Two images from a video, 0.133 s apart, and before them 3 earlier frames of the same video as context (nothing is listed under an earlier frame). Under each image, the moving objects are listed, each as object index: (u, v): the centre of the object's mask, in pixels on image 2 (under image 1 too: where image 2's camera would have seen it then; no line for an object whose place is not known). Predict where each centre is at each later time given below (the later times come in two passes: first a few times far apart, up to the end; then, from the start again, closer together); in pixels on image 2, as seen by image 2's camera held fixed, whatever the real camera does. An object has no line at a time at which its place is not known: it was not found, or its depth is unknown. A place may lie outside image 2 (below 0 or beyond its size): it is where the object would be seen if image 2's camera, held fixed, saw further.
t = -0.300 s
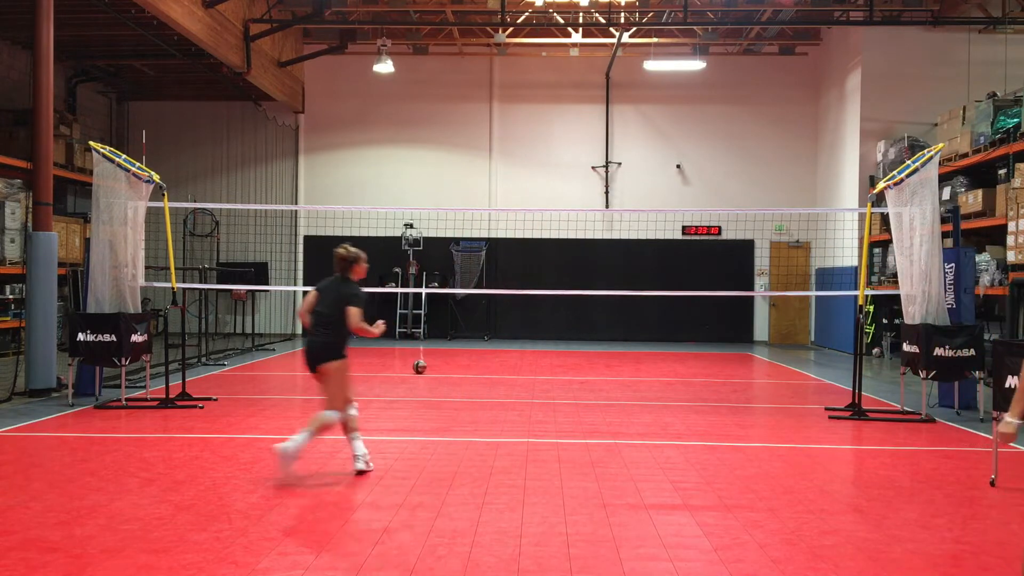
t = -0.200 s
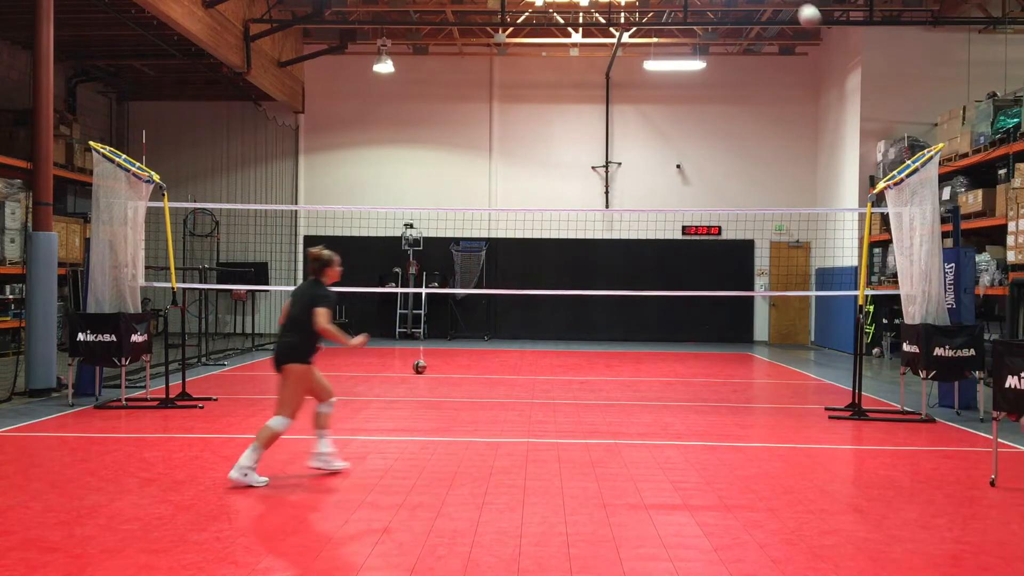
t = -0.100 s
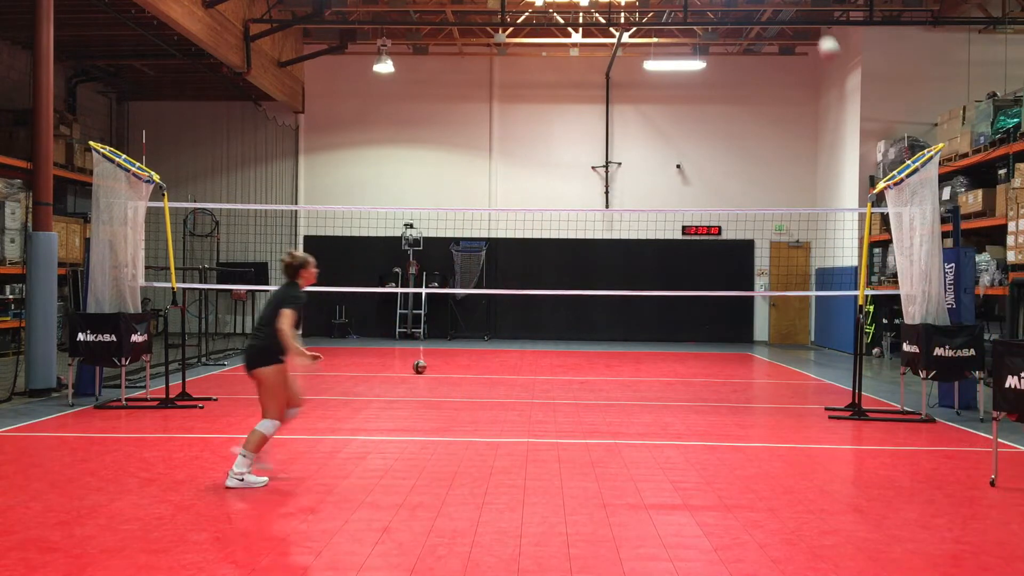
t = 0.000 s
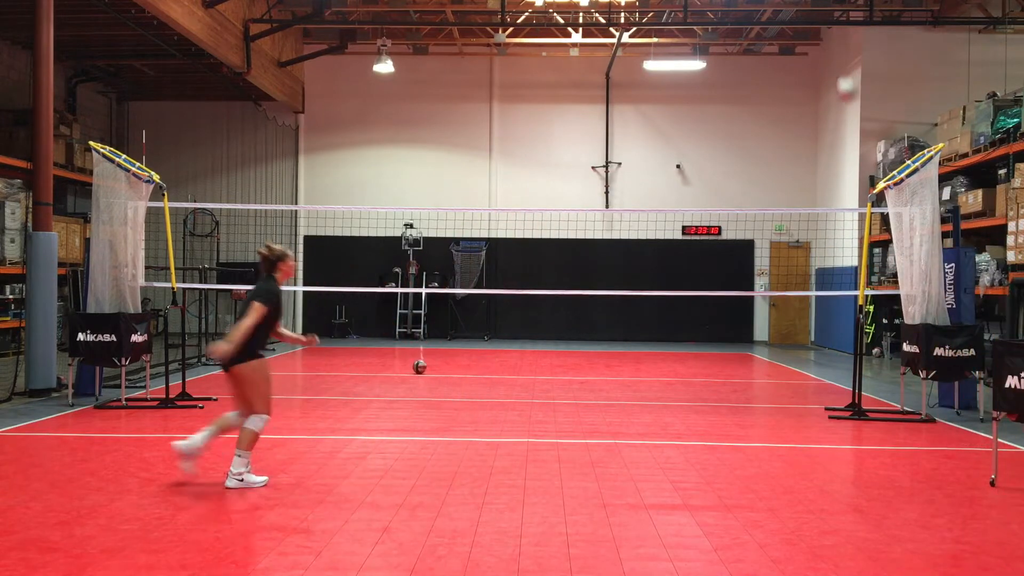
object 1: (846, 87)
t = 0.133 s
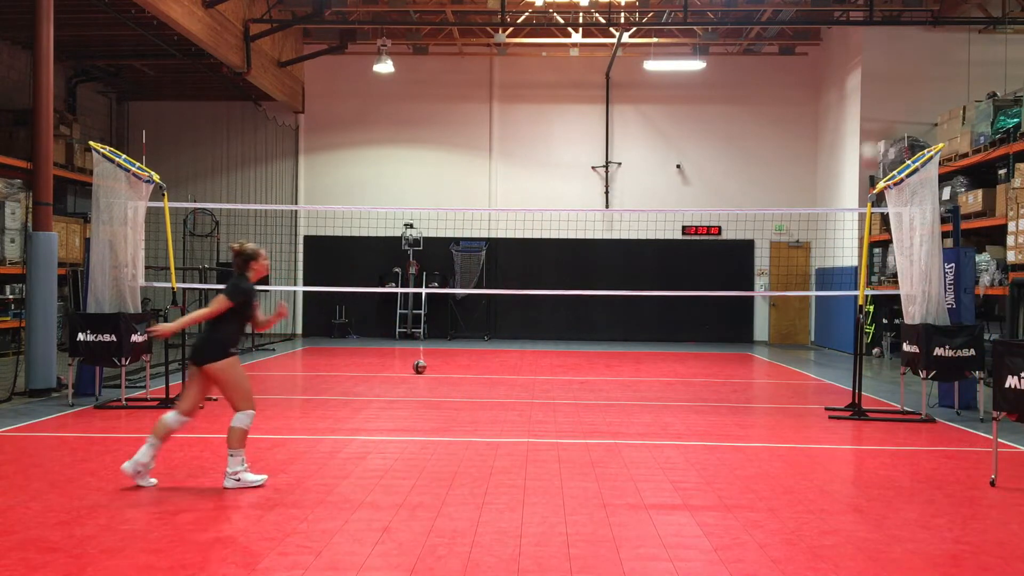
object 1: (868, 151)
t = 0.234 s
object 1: (861, 178)
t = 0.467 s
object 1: (788, 194)
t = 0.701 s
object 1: (715, 263)
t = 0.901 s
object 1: (654, 359)
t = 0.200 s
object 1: (870, 178)
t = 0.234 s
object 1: (861, 178)
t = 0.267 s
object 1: (850, 178)
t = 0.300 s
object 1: (839, 178)
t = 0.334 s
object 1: (829, 179)
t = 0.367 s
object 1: (819, 181)
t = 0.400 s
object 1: (808, 184)
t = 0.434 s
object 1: (799, 189)
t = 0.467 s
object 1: (788, 194)
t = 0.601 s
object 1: (746, 227)
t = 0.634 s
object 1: (735, 238)
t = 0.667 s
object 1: (725, 251)
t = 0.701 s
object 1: (715, 263)
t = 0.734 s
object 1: (704, 276)
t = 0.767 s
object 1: (694, 292)
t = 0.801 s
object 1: (683, 309)
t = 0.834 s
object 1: (674, 325)
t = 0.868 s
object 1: (665, 339)
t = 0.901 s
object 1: (654, 359)
